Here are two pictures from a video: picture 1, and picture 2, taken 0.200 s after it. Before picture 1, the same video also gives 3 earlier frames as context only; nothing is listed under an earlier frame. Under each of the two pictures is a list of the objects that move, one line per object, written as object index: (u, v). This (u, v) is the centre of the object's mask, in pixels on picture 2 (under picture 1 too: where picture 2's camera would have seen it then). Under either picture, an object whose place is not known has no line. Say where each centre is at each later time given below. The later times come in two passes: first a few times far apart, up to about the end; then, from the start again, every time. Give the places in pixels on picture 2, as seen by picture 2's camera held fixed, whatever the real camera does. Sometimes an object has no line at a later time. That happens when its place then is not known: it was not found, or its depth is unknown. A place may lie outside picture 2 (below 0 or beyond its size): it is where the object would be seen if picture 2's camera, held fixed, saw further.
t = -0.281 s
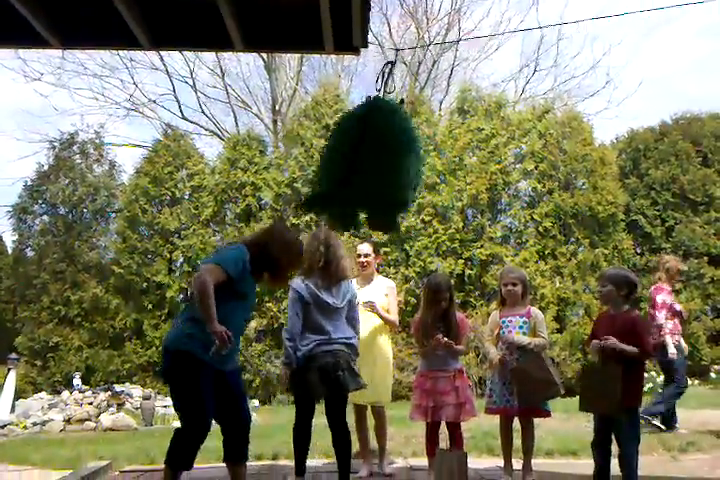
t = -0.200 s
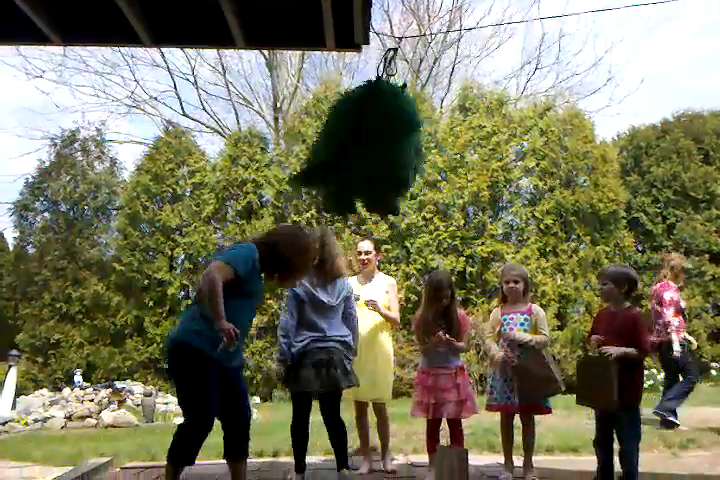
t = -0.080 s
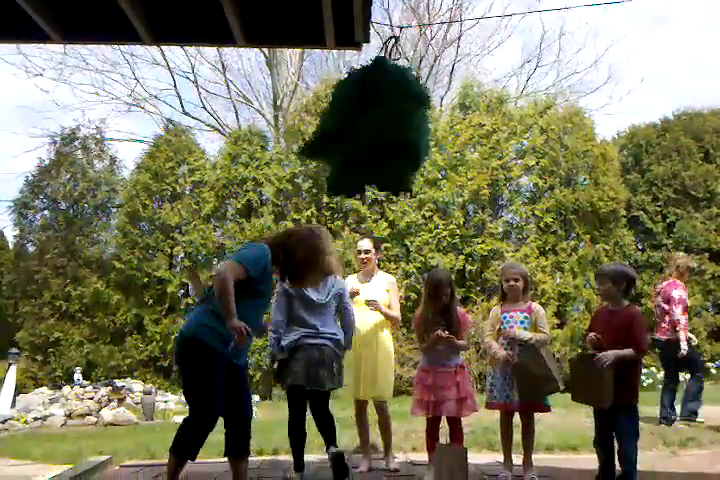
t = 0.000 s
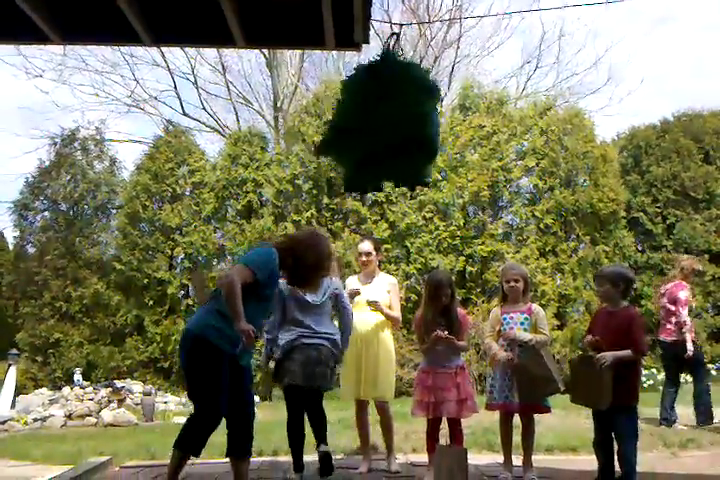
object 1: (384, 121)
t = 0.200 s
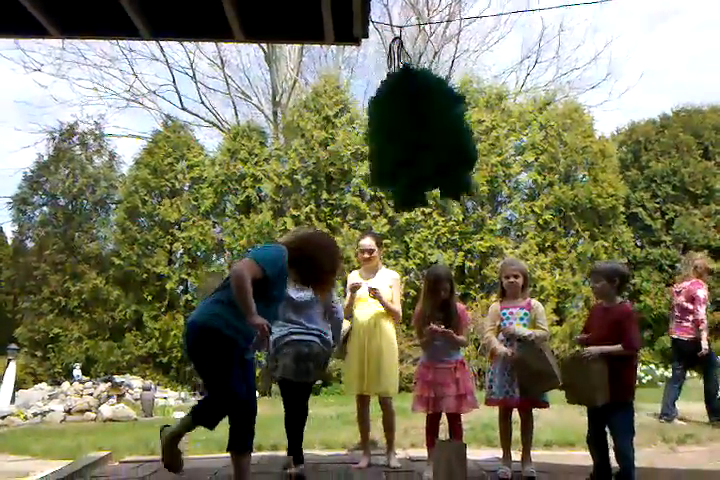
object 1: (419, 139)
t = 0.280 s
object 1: (429, 151)
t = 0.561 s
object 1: (415, 177)
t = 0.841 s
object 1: (376, 168)
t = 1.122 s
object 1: (367, 174)
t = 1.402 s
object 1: (416, 155)
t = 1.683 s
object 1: (449, 120)
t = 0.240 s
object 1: (424, 145)
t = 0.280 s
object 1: (429, 151)
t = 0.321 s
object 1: (428, 158)
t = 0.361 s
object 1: (427, 162)
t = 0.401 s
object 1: (430, 166)
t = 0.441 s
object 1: (427, 171)
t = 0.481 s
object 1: (422, 172)
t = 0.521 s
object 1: (419, 176)
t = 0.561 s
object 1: (415, 177)
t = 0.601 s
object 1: (409, 177)
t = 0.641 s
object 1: (402, 176)
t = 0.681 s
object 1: (394, 175)
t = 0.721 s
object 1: (391, 173)
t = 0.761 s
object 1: (384, 171)
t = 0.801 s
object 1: (379, 168)
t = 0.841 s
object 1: (376, 168)
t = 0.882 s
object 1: (370, 167)
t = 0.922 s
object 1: (366, 168)
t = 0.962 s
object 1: (366, 167)
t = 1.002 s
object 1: (363, 169)
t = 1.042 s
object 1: (365, 169)
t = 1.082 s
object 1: (365, 173)
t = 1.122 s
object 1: (367, 174)
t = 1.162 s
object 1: (369, 176)
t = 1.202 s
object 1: (374, 175)
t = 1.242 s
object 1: (382, 174)
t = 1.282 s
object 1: (389, 171)
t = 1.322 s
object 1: (397, 167)
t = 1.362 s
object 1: (407, 162)
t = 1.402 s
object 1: (416, 155)
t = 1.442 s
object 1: (425, 148)
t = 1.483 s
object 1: (433, 141)
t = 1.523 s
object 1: (439, 133)
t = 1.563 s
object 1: (442, 126)
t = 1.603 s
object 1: (443, 121)
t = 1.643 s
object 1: (450, 120)
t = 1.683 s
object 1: (449, 120)
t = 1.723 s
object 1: (446, 122)
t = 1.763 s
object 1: (444, 127)
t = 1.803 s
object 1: (438, 134)
